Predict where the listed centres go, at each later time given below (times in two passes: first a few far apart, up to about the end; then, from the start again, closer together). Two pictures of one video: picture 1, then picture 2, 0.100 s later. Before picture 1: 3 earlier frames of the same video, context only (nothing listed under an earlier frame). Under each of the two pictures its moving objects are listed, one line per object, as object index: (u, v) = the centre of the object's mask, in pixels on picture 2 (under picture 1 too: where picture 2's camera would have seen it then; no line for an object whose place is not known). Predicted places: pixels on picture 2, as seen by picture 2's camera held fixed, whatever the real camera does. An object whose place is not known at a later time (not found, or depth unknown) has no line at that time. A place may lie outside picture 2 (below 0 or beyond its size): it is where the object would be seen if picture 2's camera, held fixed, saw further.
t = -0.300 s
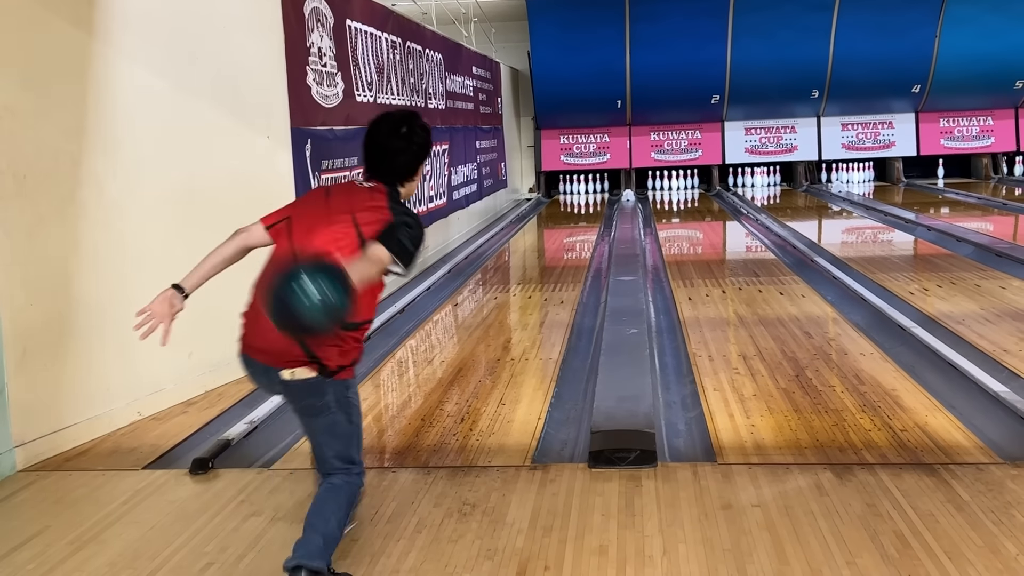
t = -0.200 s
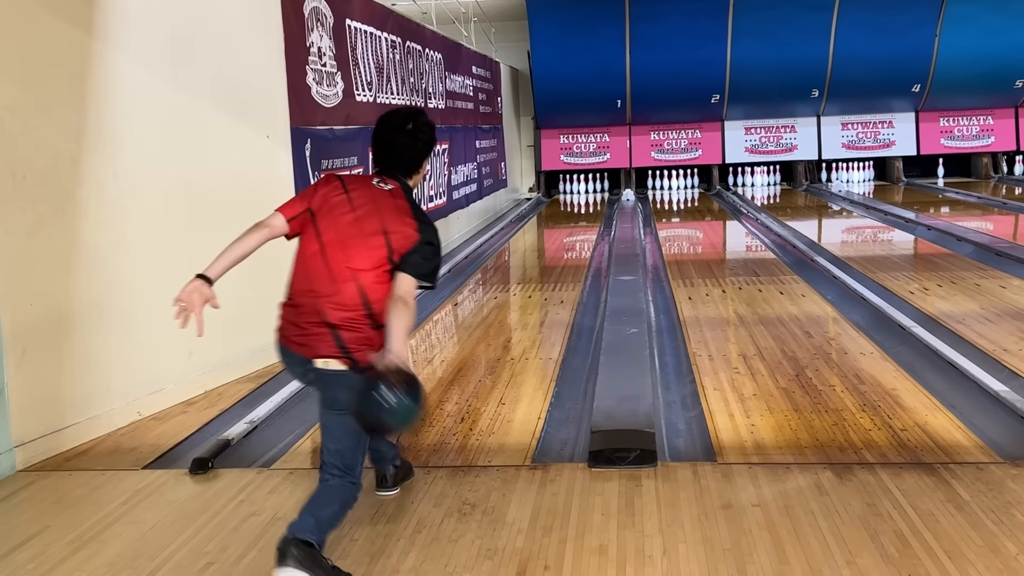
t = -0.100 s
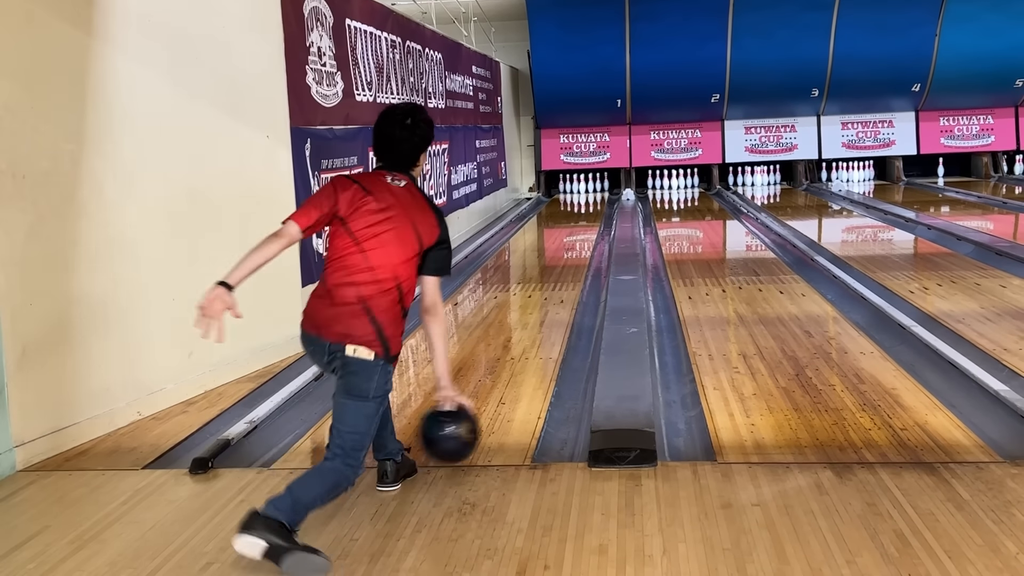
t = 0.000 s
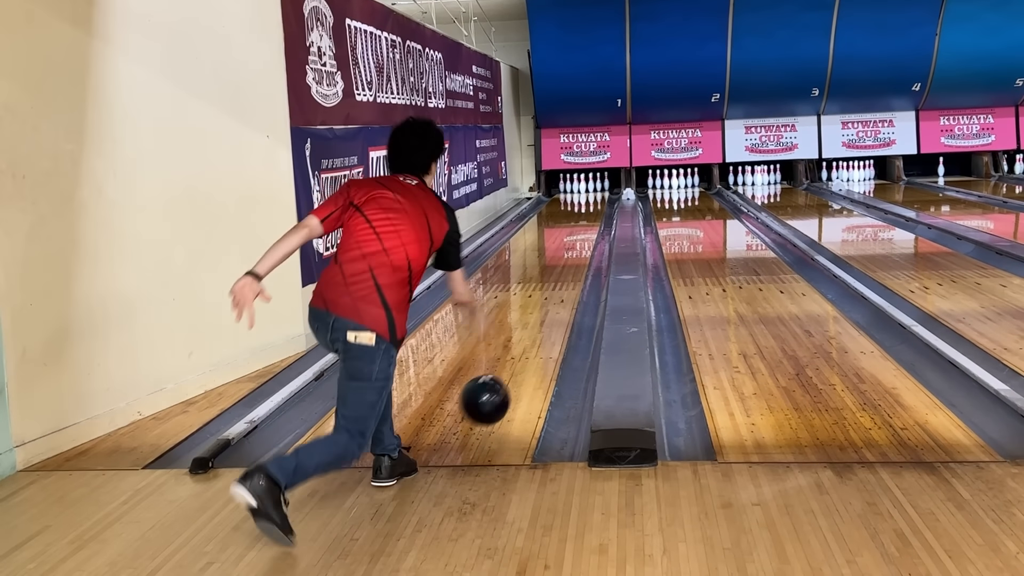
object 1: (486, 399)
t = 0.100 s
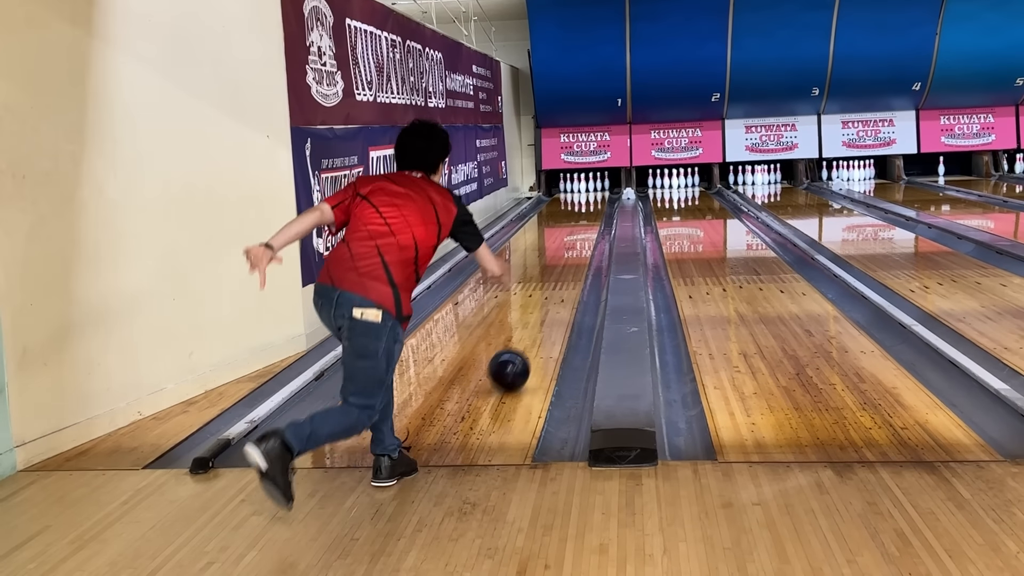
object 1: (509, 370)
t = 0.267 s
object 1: (525, 324)
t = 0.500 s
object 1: (556, 279)
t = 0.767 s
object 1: (572, 248)
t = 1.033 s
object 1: (582, 228)
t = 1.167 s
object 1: (586, 221)
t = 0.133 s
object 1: (515, 359)
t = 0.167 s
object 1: (520, 348)
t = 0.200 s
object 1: (525, 338)
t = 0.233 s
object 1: (527, 331)
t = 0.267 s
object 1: (525, 324)
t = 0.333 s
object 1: (543, 305)
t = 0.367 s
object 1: (545, 300)
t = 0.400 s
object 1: (548, 294)
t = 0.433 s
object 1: (551, 289)
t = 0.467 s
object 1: (554, 284)
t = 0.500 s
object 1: (556, 279)
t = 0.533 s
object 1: (559, 274)
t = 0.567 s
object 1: (561, 270)
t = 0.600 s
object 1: (563, 265)
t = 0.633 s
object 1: (565, 262)
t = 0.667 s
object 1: (567, 258)
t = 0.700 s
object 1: (569, 254)
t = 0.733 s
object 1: (571, 251)
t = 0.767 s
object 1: (572, 248)
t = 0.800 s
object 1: (573, 245)
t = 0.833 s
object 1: (575, 243)
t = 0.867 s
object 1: (576, 240)
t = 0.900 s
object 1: (577, 237)
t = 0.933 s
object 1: (579, 235)
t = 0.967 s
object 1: (580, 232)
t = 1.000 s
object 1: (581, 230)
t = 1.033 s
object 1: (582, 228)
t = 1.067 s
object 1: (583, 226)
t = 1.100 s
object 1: (584, 224)
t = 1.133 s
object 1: (585, 222)
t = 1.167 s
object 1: (586, 221)
